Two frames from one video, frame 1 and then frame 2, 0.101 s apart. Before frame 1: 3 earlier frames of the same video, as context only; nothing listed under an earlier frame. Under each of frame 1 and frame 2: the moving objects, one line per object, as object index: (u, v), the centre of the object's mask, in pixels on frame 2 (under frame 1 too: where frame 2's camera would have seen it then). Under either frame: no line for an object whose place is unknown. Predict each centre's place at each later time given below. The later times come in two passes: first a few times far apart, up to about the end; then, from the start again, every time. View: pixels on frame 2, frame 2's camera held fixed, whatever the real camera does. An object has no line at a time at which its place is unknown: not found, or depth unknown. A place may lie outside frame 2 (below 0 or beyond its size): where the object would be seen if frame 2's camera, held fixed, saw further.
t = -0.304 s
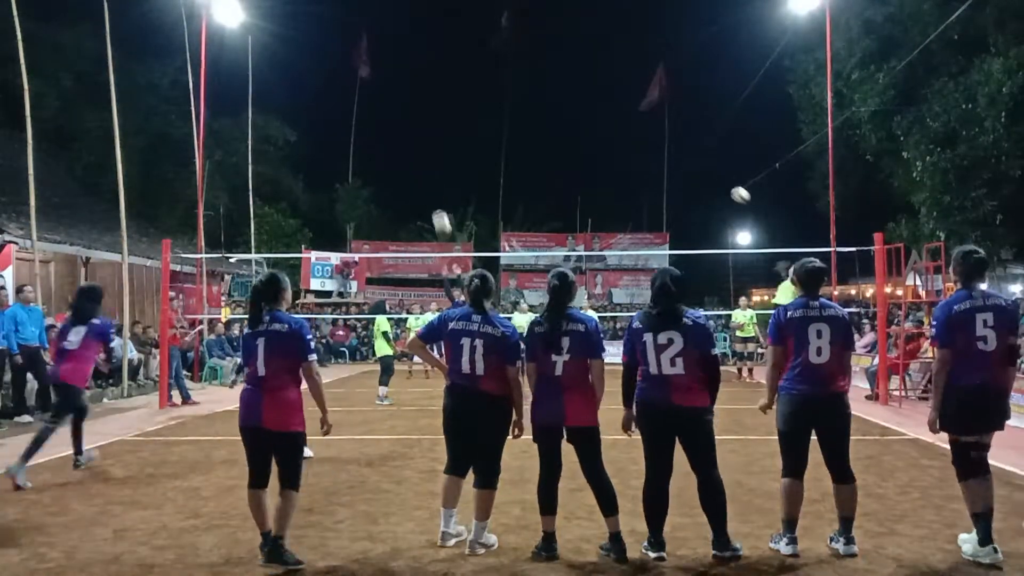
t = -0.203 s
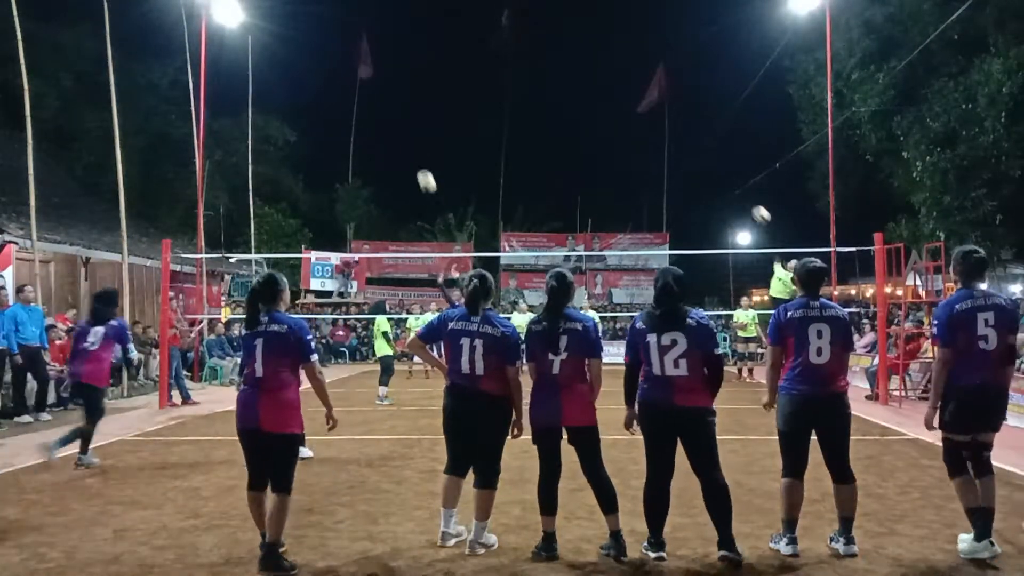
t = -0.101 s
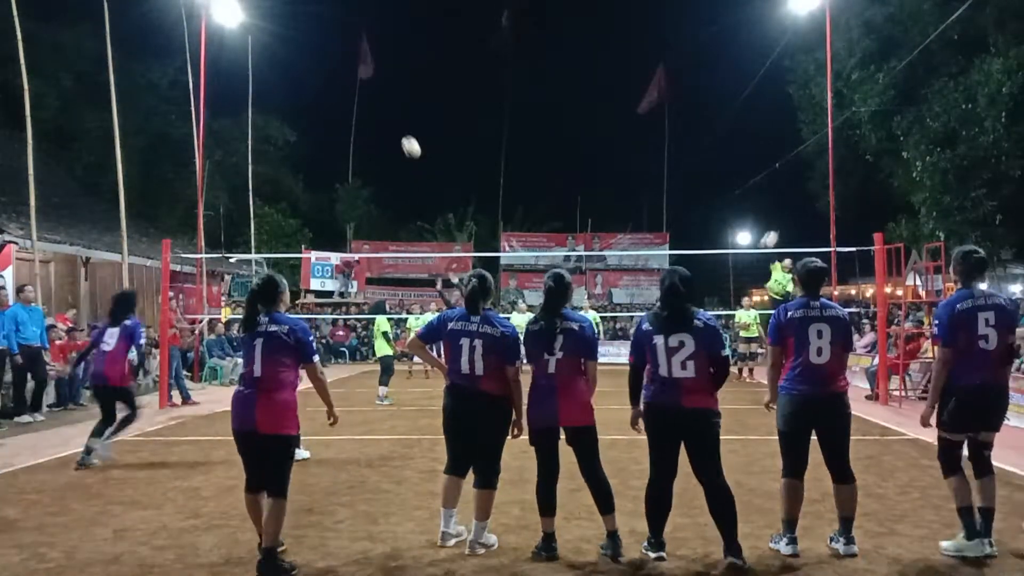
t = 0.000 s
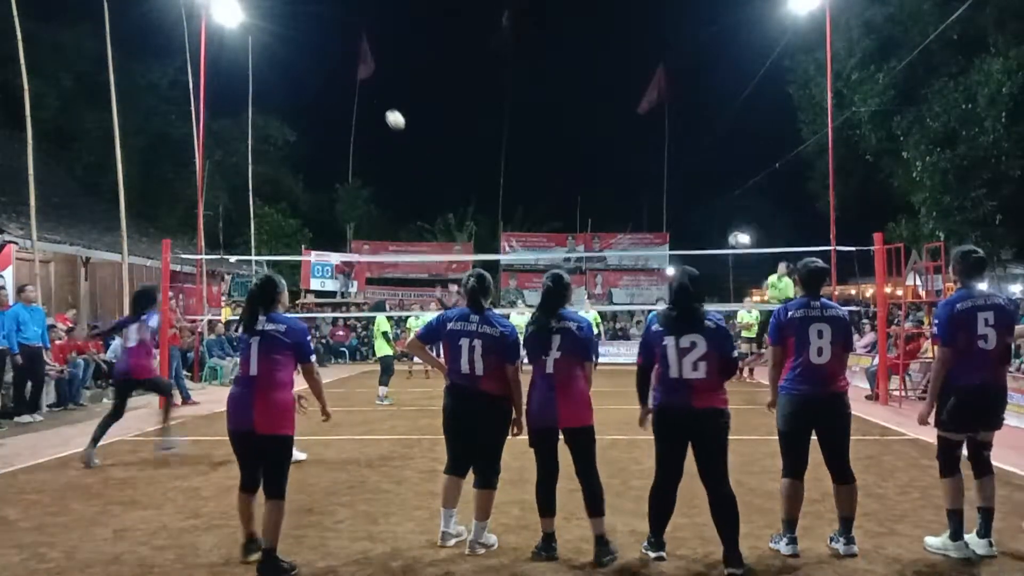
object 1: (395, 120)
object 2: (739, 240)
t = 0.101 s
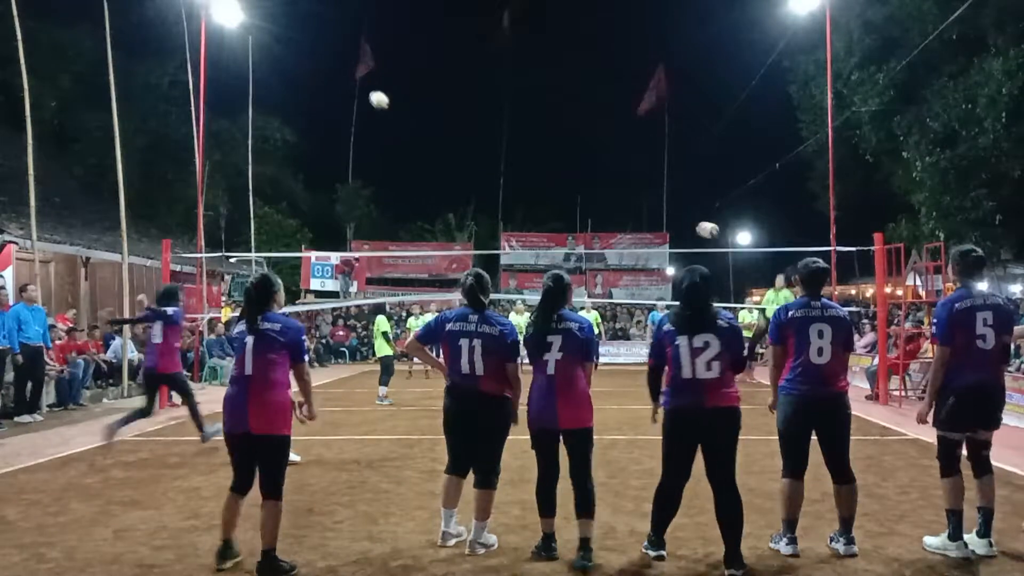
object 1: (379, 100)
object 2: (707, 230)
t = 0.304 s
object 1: (346, 83)
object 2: (640, 230)
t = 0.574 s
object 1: (299, 109)
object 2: (546, 282)
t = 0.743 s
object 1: (269, 157)
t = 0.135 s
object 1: (374, 95)
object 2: (696, 228)
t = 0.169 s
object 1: (368, 91)
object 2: (685, 227)
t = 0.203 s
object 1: (362, 88)
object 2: (675, 226)
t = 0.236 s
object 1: (357, 86)
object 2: (663, 226)
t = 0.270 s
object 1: (351, 84)
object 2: (651, 227)
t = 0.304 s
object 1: (346, 83)
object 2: (640, 230)
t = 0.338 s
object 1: (340, 84)
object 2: (628, 232)
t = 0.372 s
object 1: (334, 84)
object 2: (618, 237)
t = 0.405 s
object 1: (329, 86)
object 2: (605, 242)
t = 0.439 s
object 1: (323, 89)
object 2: (596, 247)
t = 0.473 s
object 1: (317, 93)
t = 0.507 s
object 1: (311, 98)
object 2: (571, 261)
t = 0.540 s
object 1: (305, 104)
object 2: (552, 273)
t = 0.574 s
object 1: (299, 109)
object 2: (546, 282)
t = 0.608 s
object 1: (294, 117)
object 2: (535, 294)
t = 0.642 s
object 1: (287, 125)
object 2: (522, 303)
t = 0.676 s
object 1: (282, 135)
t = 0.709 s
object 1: (275, 146)
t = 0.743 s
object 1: (269, 157)
